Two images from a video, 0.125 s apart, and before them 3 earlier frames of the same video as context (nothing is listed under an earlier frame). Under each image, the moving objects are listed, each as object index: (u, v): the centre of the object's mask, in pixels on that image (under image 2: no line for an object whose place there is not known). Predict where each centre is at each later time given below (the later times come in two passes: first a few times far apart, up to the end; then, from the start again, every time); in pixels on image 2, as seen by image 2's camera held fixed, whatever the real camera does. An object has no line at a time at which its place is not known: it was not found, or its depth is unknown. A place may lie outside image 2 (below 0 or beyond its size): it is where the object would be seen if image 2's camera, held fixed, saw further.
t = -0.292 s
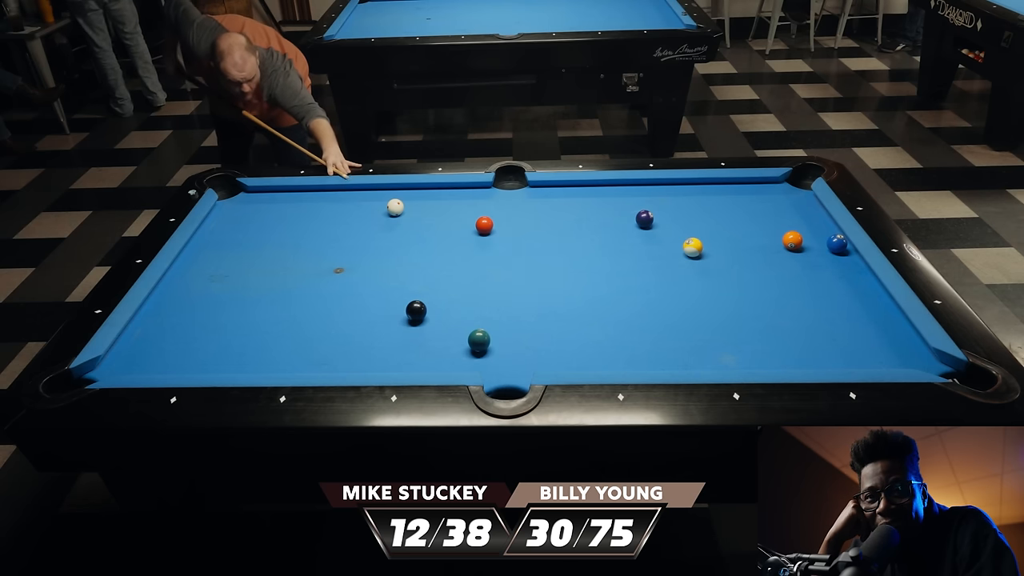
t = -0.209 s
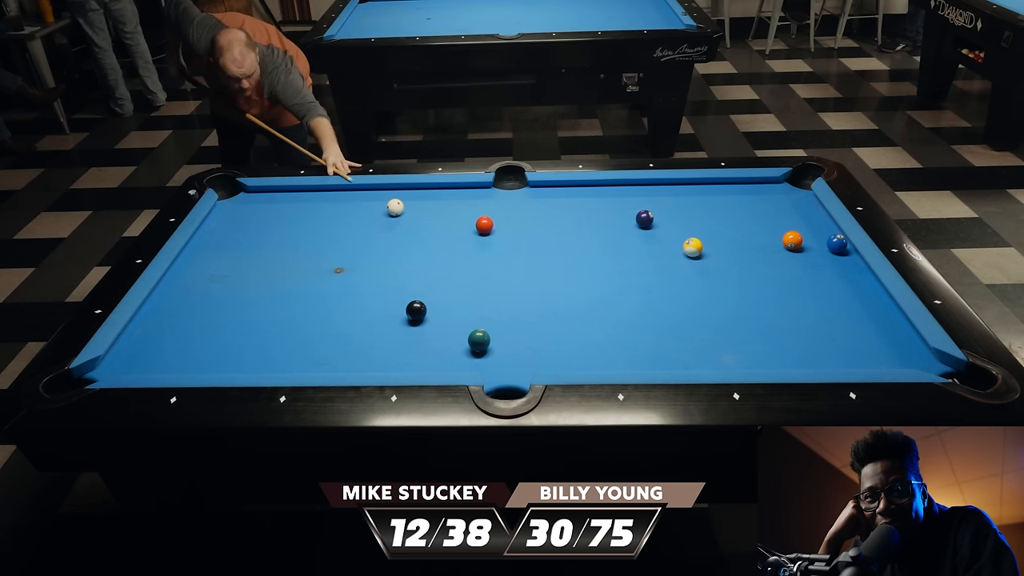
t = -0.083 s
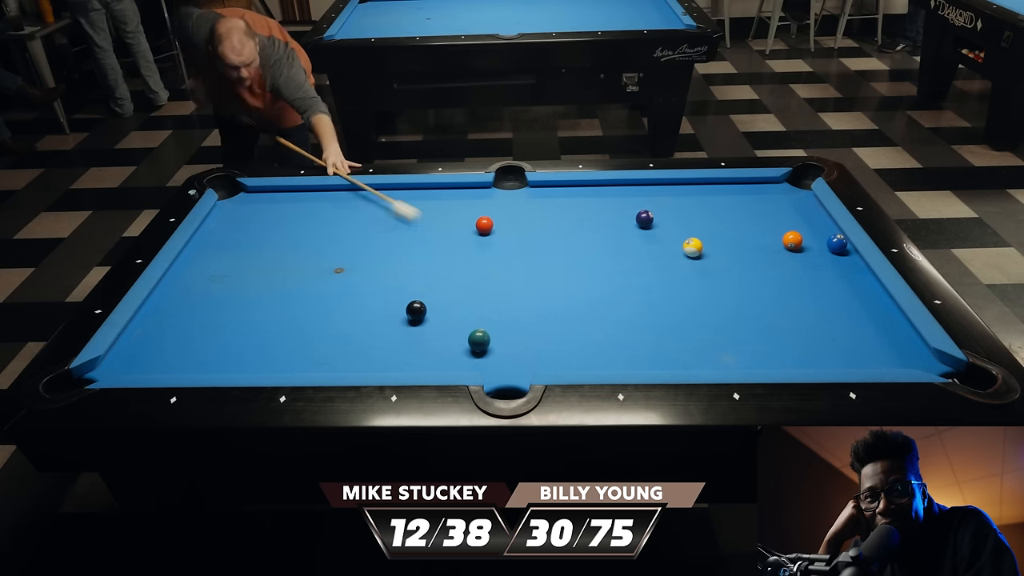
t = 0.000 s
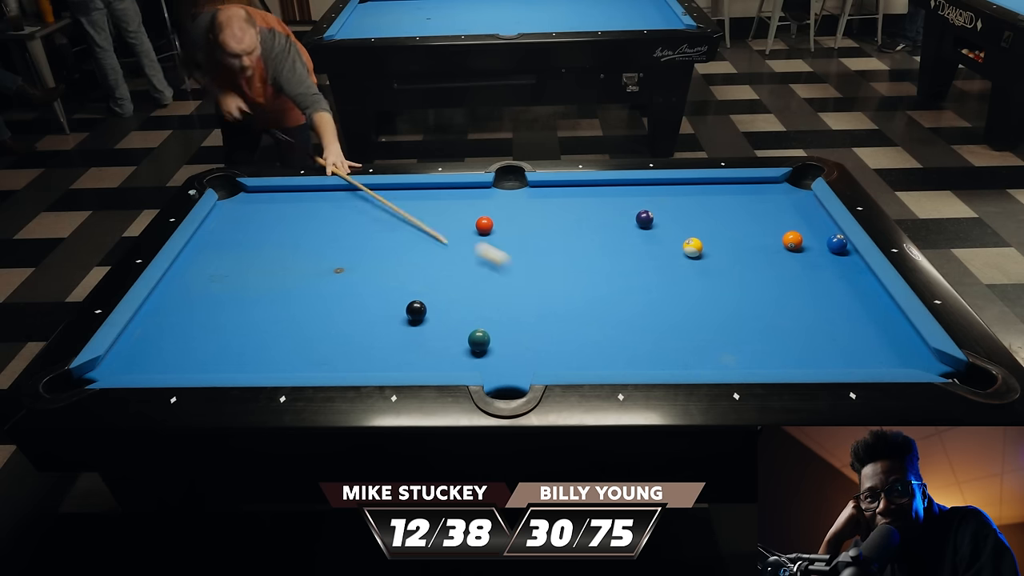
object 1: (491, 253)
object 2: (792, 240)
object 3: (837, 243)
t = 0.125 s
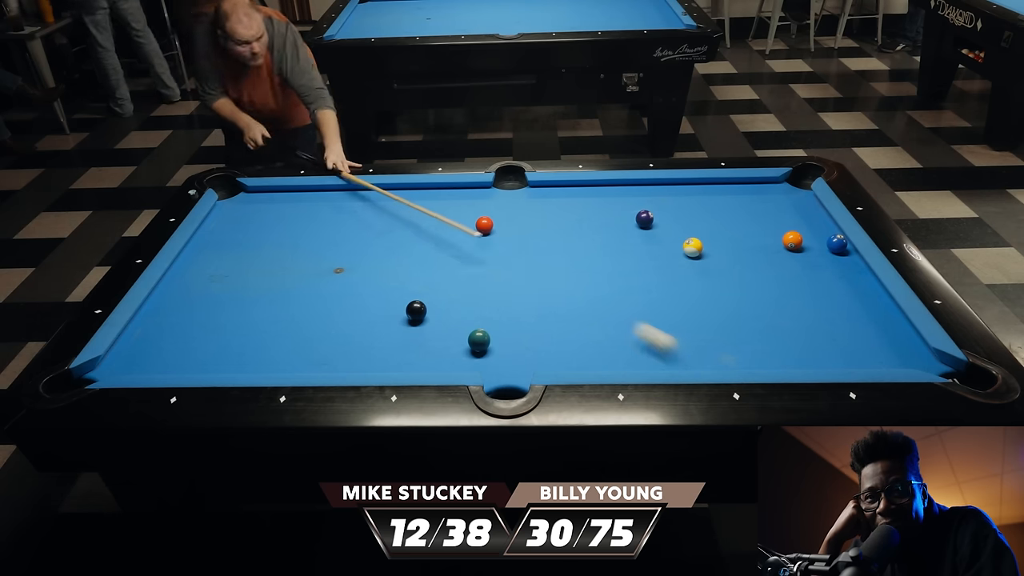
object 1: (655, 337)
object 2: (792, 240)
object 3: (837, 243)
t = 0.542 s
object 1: (803, 257)
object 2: (792, 240)
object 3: (797, 209)
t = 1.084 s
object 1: (633, 256)
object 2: (792, 240)
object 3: (784, 224)
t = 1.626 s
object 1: (479, 255)
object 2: (811, 279)
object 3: (789, 241)
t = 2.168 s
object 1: (340, 254)
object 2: (834, 324)
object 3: (792, 250)
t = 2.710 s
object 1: (212, 252)
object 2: (855, 359)
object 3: (793, 255)
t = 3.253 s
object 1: (225, 270)
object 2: (842, 337)
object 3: (794, 256)
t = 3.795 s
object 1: (270, 293)
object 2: (834, 321)
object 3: (794, 256)
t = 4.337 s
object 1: (313, 316)
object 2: (828, 310)
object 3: (794, 256)
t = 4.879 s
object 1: (354, 337)
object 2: (823, 305)
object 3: (794, 256)
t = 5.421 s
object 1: (391, 357)
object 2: (823, 305)
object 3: (794, 256)
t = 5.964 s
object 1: (420, 362)
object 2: (822, 305)
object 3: (794, 256)
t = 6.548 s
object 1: (437, 356)
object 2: (823, 305)
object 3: (794, 256)
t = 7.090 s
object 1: (443, 352)
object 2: (823, 305)
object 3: (794, 256)
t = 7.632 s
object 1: (445, 353)
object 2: (823, 305)
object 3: (794, 256)
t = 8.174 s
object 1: (445, 353)
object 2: (823, 305)
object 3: (794, 256)
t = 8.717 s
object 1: (445, 353)
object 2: (823, 305)
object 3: (794, 256)
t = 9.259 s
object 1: (445, 352)
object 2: (823, 305)
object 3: (794, 256)
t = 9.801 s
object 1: (445, 353)
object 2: (823, 305)
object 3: (794, 256)
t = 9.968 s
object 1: (445, 353)
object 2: (823, 305)
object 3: (794, 256)
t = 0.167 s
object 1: (716, 359)
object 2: (792, 240)
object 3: (837, 243)
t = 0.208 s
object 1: (742, 336)
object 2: (792, 240)
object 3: (837, 243)
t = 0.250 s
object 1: (766, 314)
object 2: (792, 240)
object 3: (837, 243)
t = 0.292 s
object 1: (789, 296)
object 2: (792, 240)
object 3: (837, 243)
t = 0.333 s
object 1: (812, 280)
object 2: (792, 240)
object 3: (837, 243)
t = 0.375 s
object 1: (833, 265)
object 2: (792, 240)
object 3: (837, 244)
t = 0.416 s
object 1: (849, 254)
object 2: (792, 240)
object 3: (835, 242)
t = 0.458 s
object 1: (833, 254)
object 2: (792, 240)
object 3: (823, 231)
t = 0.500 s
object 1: (818, 256)
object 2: (792, 240)
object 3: (810, 219)
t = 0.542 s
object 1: (803, 257)
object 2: (792, 240)
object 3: (797, 209)
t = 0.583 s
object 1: (788, 258)
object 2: (792, 240)
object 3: (787, 199)
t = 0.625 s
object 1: (774, 258)
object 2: (792, 240)
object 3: (777, 191)
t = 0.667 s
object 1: (761, 258)
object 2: (792, 240)
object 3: (769, 183)
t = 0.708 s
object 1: (748, 258)
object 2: (792, 240)
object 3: (768, 186)
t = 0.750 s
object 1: (735, 258)
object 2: (792, 240)
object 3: (771, 191)
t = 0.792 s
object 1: (722, 258)
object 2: (792, 240)
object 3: (773, 195)
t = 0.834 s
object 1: (709, 257)
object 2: (792, 240)
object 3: (774, 199)
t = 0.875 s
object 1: (696, 257)
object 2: (792, 240)
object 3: (776, 204)
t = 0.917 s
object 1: (683, 257)
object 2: (792, 240)
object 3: (778, 208)
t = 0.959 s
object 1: (670, 257)
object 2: (792, 240)
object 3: (779, 212)
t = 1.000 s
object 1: (658, 257)
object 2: (792, 240)
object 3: (781, 216)
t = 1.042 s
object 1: (645, 257)
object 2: (792, 240)
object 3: (783, 221)
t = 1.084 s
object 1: (633, 256)
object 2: (792, 240)
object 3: (784, 224)
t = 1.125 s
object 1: (621, 256)
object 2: (792, 240)
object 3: (786, 227)
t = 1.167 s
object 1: (609, 256)
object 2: (794, 243)
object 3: (786, 229)
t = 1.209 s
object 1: (597, 256)
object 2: (795, 247)
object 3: (787, 231)
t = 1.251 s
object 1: (585, 256)
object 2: (797, 250)
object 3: (787, 233)
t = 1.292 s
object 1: (573, 256)
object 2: (798, 253)
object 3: (788, 234)
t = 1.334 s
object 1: (561, 256)
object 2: (800, 256)
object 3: (788, 235)
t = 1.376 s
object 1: (549, 255)
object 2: (801, 260)
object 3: (788, 236)
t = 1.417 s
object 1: (537, 256)
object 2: (803, 263)
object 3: (788, 237)
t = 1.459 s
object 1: (526, 255)
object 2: (804, 266)
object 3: (788, 238)
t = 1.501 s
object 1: (514, 255)
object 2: (806, 269)
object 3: (789, 239)
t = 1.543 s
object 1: (502, 255)
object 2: (808, 273)
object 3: (789, 239)
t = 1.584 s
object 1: (491, 255)
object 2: (809, 276)
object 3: (789, 240)
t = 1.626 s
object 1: (479, 255)
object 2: (811, 279)
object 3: (789, 241)
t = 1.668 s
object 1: (468, 255)
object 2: (813, 283)
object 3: (790, 242)
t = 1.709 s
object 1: (457, 254)
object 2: (814, 286)
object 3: (790, 243)
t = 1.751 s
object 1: (446, 254)
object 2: (816, 289)
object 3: (790, 244)
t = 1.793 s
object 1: (435, 254)
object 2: (818, 293)
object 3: (790, 244)
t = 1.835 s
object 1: (424, 254)
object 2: (819, 296)
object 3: (791, 245)
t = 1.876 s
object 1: (413, 254)
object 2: (821, 300)
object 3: (791, 246)
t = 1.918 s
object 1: (403, 254)
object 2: (823, 303)
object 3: (791, 247)
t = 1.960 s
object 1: (392, 254)
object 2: (825, 306)
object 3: (791, 247)
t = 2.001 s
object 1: (381, 254)
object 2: (827, 310)
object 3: (792, 248)
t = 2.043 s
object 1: (371, 254)
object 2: (828, 313)
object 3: (792, 248)
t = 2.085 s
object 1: (360, 254)
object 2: (830, 317)
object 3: (792, 249)
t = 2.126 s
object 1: (350, 253)
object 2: (832, 320)
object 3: (792, 250)
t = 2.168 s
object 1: (340, 254)
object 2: (834, 324)
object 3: (792, 250)
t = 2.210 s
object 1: (330, 253)
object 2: (836, 327)
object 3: (792, 251)
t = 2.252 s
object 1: (319, 253)
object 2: (838, 331)
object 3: (792, 251)
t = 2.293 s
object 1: (309, 253)
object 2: (840, 334)
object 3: (792, 252)
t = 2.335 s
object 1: (299, 253)
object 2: (842, 338)
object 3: (792, 252)
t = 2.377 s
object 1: (289, 253)
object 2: (844, 341)
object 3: (792, 253)
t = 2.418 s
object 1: (280, 253)
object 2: (846, 344)
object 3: (792, 253)
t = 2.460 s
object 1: (270, 253)
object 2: (848, 348)
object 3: (792, 253)
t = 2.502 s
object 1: (260, 253)
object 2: (850, 351)
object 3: (792, 254)
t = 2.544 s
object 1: (250, 252)
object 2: (852, 355)
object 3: (792, 254)
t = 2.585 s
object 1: (241, 252)
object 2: (854, 358)
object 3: (793, 255)
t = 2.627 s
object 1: (231, 252)
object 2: (856, 360)
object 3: (793, 255)
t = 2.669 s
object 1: (222, 252)
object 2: (856, 360)
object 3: (793, 255)
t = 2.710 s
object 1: (212, 252)
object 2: (855, 359)
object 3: (793, 255)
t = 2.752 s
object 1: (203, 252)
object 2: (854, 358)
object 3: (793, 255)
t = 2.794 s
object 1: (194, 252)
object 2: (853, 357)
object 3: (793, 256)
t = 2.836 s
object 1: (189, 252)
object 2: (852, 355)
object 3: (793, 256)
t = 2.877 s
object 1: (193, 254)
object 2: (851, 353)
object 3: (793, 256)
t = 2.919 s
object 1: (197, 256)
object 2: (850, 351)
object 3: (793, 256)
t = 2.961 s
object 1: (201, 258)
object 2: (849, 349)
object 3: (793, 256)
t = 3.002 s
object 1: (204, 259)
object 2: (848, 347)
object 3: (793, 256)
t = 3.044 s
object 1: (207, 262)
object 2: (846, 345)
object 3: (793, 256)
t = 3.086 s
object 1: (211, 263)
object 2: (846, 343)
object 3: (794, 256)
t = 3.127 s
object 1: (214, 265)
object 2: (844, 341)
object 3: (794, 256)
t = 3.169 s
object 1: (218, 267)
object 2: (844, 340)
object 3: (794, 256)
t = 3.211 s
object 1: (222, 269)
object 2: (843, 339)
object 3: (794, 256)
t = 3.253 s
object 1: (225, 270)
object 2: (842, 337)
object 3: (794, 256)
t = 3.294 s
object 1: (229, 272)
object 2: (841, 336)
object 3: (794, 256)
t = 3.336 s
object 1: (232, 274)
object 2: (841, 334)
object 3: (794, 256)
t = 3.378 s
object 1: (235, 276)
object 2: (840, 332)
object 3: (794, 256)
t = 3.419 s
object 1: (239, 277)
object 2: (839, 331)
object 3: (794, 256)
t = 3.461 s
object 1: (242, 279)
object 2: (838, 330)
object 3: (794, 256)
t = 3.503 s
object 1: (246, 281)
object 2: (838, 329)
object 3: (794, 256)
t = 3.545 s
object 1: (250, 282)
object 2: (837, 327)
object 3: (794, 256)
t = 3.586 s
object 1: (253, 285)
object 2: (836, 326)
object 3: (794, 256)
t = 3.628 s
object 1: (257, 286)
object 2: (836, 325)
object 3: (794, 256)
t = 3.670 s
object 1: (260, 288)
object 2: (835, 324)
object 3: (794, 256)
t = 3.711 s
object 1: (263, 289)
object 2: (835, 323)
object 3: (794, 256)
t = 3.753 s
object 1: (267, 291)
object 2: (835, 322)
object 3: (794, 256)
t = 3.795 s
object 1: (270, 293)
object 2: (834, 321)
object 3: (794, 256)
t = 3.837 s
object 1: (273, 295)
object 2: (834, 319)
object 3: (794, 256)
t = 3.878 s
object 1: (277, 297)
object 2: (833, 319)
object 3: (794, 256)
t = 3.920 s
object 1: (280, 298)
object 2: (833, 318)
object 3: (794, 256)
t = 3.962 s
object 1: (284, 300)
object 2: (832, 317)
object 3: (794, 256)
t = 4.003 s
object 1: (287, 301)
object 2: (832, 316)
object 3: (794, 256)
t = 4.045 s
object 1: (290, 304)
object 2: (831, 315)
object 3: (794, 256)
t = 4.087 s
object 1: (294, 305)
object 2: (831, 314)
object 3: (794, 256)
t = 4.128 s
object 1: (297, 307)
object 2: (830, 314)
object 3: (794, 256)
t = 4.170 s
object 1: (300, 309)
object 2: (830, 313)
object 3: (794, 256)
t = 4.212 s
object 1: (304, 310)
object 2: (830, 312)
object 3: (794, 256)
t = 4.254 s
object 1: (307, 312)
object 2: (829, 312)
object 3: (794, 256)
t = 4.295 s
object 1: (310, 314)
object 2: (828, 311)
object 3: (794, 256)
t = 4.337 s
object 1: (313, 316)
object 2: (828, 310)
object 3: (794, 256)
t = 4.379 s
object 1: (317, 317)
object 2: (828, 310)
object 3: (794, 256)
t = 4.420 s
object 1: (320, 319)
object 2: (827, 309)
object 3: (794, 256)
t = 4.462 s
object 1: (323, 320)
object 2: (827, 309)
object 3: (794, 256)
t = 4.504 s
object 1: (326, 322)
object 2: (826, 308)
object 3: (794, 256)
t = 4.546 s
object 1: (329, 324)
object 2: (826, 308)
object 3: (794, 256)
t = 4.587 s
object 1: (332, 325)
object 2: (825, 307)
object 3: (794, 256)
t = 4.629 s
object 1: (336, 327)
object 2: (824, 307)
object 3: (794, 256)
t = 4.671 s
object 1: (339, 329)
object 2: (824, 307)
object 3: (794, 256)
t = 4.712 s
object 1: (342, 331)
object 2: (824, 306)
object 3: (794, 256)
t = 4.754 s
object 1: (345, 332)
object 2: (824, 306)
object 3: (794, 256)
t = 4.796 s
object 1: (348, 333)
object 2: (824, 306)
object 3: (794, 256)
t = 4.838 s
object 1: (351, 335)
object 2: (823, 306)
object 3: (794, 256)
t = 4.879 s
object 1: (354, 337)
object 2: (823, 305)
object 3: (794, 256)
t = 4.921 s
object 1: (357, 338)
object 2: (823, 305)
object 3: (794, 256)
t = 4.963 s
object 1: (360, 340)
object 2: (823, 305)
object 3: (794, 256)
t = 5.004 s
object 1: (363, 342)
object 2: (823, 305)
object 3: (794, 256)
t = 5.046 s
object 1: (365, 343)
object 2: (823, 305)
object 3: (794, 256)
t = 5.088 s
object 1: (368, 345)
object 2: (822, 305)
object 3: (794, 256)
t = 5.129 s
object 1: (371, 346)
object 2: (823, 305)
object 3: (794, 256)
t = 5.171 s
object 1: (374, 348)
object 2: (822, 305)
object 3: (794, 256)
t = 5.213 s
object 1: (377, 349)
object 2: (823, 305)
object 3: (794, 256)
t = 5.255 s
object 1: (380, 351)
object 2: (822, 305)
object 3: (794, 256)
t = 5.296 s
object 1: (383, 352)
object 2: (822, 305)
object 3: (794, 256)
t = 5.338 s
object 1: (385, 354)
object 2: (823, 305)
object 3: (794, 256)
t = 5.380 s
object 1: (388, 355)
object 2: (823, 305)
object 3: (794, 256)
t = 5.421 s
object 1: (391, 357)
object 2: (823, 305)
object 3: (794, 256)
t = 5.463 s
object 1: (393, 358)
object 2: (823, 305)
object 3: (794, 256)
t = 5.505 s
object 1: (395, 360)
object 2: (823, 305)
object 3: (794, 256)
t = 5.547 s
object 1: (398, 361)
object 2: (823, 305)
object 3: (794, 256)
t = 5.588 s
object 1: (401, 361)
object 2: (823, 305)
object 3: (794, 256)
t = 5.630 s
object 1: (404, 362)
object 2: (822, 305)
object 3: (794, 256)
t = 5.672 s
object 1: (406, 363)
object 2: (822, 305)
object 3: (794, 256)
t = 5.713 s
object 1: (408, 364)
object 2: (822, 305)
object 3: (794, 256)
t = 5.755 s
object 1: (410, 364)
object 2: (822, 305)
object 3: (794, 256)
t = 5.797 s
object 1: (413, 364)
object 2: (822, 305)
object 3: (794, 256)
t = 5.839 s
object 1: (414, 363)
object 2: (823, 305)
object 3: (794, 256)
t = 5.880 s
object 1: (416, 363)
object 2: (823, 305)
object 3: (794, 256)
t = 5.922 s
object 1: (418, 362)
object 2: (822, 305)
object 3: (794, 256)
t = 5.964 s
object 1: (420, 362)
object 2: (822, 305)
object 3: (794, 256)
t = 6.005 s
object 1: (421, 362)
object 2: (822, 305)
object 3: (794, 256)
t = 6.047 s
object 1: (423, 361)
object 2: (822, 305)
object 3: (794, 256)
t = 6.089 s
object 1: (424, 361)
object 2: (823, 305)
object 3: (794, 256)
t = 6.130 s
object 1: (426, 360)
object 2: (822, 305)
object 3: (794, 256)
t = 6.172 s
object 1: (427, 360)
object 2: (822, 305)
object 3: (794, 256)
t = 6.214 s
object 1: (428, 360)
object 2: (823, 305)
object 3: (794, 256)
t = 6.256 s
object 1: (429, 359)
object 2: (823, 305)
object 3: (794, 256)
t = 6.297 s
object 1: (431, 359)
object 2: (823, 305)
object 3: (794, 256)
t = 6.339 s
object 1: (432, 359)
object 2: (823, 305)
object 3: (794, 256)
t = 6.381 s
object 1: (433, 358)
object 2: (823, 305)
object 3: (794, 256)
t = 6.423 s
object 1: (434, 358)
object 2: (823, 305)
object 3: (794, 256)
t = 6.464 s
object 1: (435, 357)
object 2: (823, 305)
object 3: (794, 256)
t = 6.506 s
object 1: (436, 357)
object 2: (823, 305)
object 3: (794, 256)
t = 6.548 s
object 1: (437, 356)
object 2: (823, 305)
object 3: (794, 256)
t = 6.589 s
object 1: (438, 356)
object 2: (823, 305)
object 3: (794, 256)
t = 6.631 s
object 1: (438, 355)
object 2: (823, 305)
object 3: (794, 256)
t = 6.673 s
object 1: (439, 355)
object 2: (823, 305)
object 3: (794, 256)
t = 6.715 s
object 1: (440, 355)
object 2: (823, 305)
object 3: (794, 256)
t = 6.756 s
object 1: (440, 354)
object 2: (823, 305)
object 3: (794, 256)
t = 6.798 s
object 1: (441, 354)
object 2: (823, 305)
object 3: (794, 256)
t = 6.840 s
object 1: (442, 353)
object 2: (823, 305)
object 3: (794, 256)
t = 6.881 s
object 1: (442, 353)
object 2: (823, 305)
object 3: (794, 256)
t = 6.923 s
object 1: (442, 353)
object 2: (823, 305)
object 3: (794, 256)
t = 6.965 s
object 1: (443, 353)
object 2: (823, 305)
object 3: (794, 256)
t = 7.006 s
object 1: (443, 353)
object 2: (823, 305)
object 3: (794, 256)
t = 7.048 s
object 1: (443, 353)
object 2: (823, 305)
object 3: (794, 256)
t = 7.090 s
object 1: (443, 352)
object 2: (823, 305)
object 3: (794, 256)
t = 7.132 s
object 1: (444, 352)
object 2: (823, 305)
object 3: (794, 256)
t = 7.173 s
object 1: (444, 352)
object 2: (823, 305)
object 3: (794, 256)
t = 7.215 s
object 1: (444, 353)
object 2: (823, 305)
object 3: (794, 256)
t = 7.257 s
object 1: (444, 353)
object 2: (823, 305)
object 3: (794, 256)
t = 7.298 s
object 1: (444, 353)
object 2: (823, 305)
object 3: (794, 256)
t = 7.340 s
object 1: (445, 352)
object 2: (823, 305)
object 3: (794, 256)
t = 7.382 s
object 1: (445, 352)
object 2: (823, 305)
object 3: (794, 256)
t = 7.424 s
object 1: (445, 352)
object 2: (823, 305)
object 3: (794, 256)
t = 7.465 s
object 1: (445, 353)
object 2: (823, 305)
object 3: (794, 256)
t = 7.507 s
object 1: (445, 353)
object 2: (823, 305)
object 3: (794, 256)
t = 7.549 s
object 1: (445, 353)
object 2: (823, 305)
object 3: (794, 256)
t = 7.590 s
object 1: (445, 353)
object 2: (823, 305)
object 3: (794, 256)
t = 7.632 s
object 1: (445, 353)
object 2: (823, 305)
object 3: (794, 256)
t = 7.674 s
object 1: (445, 353)
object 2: (823, 305)
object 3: (794, 256)
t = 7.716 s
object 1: (445, 353)
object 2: (823, 305)
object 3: (794, 256)
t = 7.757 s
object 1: (445, 353)
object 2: (823, 305)
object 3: (794, 256)
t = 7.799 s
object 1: (445, 353)
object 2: (823, 305)
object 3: (794, 256)
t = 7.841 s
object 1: (445, 353)
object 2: (823, 305)
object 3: (794, 256)
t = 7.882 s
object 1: (445, 353)
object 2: (823, 305)
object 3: (794, 256)
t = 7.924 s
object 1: (445, 353)
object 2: (823, 305)
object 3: (794, 256)
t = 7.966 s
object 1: (445, 352)
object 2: (823, 305)
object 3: (794, 256)
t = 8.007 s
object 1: (445, 353)
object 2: (823, 305)
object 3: (794, 256)
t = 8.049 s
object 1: (445, 353)
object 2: (823, 305)
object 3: (794, 256)
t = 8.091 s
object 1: (445, 353)
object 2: (823, 305)
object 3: (794, 256)
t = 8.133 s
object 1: (445, 353)
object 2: (823, 305)
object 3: (794, 256)
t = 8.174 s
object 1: (445, 353)
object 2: (823, 305)
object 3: (794, 256)
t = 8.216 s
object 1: (445, 353)
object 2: (823, 305)
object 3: (794, 256)
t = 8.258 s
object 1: (445, 353)
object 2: (823, 305)
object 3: (794, 256)
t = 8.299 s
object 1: (445, 353)
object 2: (823, 305)
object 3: (794, 256)
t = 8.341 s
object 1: (445, 353)
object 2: (823, 305)
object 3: (794, 256)
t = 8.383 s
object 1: (445, 353)
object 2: (823, 305)
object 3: (794, 256)
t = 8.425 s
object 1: (445, 353)
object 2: (823, 305)
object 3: (794, 256)
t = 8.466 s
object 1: (445, 352)
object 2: (823, 305)
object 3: (794, 256)
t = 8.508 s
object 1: (445, 352)
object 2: (823, 305)
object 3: (794, 256)
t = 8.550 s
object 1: (445, 352)
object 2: (823, 305)
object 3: (794, 256)
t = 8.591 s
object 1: (445, 353)
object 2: (823, 305)
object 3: (794, 256)
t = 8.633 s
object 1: (445, 352)
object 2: (823, 305)
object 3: (794, 256)
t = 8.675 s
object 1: (445, 353)
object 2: (823, 305)
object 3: (794, 256)
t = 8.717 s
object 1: (445, 353)
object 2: (823, 305)
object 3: (794, 256)
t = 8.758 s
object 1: (445, 353)
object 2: (823, 305)
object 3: (794, 256)
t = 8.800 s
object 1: (445, 353)
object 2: (823, 305)
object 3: (794, 256)
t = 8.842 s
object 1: (445, 353)
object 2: (823, 305)
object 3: (794, 256)
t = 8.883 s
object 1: (445, 353)
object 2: (823, 305)
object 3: (794, 256)
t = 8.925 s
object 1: (445, 353)
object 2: (823, 305)
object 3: (794, 256)
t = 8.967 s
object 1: (445, 353)
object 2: (823, 305)
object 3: (794, 256)
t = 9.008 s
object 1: (445, 353)
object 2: (823, 305)
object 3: (794, 256)
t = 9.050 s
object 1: (445, 353)
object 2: (823, 305)
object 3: (794, 256)
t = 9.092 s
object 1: (445, 353)
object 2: (823, 305)
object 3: (794, 256)
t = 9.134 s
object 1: (445, 353)
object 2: (823, 305)
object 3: (794, 256)
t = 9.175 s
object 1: (445, 352)
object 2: (823, 305)
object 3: (794, 256)
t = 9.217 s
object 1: (445, 353)
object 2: (823, 305)
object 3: (794, 256)
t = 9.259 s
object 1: (445, 352)
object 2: (823, 305)
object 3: (794, 256)
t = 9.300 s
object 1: (445, 353)
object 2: (823, 305)
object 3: (794, 256)
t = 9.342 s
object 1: (445, 353)
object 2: (823, 305)
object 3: (794, 256)
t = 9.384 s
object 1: (445, 353)
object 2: (823, 305)
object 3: (794, 256)
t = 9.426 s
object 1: (445, 353)
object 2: (823, 305)
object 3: (794, 256)
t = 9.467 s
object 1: (445, 353)
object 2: (823, 305)
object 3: (794, 256)
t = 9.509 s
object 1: (445, 353)
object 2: (823, 305)
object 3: (794, 256)
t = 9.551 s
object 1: (445, 353)
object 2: (823, 305)
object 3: (794, 256)
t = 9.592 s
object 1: (445, 353)
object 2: (823, 305)
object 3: (794, 256)
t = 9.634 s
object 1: (445, 353)
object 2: (823, 305)
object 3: (794, 256)
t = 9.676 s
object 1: (445, 353)
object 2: (823, 305)
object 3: (794, 256)
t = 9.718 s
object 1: (445, 352)
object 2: (823, 305)
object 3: (794, 256)
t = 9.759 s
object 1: (445, 352)
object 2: (823, 305)
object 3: (794, 256)
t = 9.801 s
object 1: (445, 353)
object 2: (823, 305)
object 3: (794, 256)
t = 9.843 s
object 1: (445, 353)
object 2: (823, 305)
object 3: (794, 256)
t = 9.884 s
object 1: (445, 353)
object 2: (823, 305)
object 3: (794, 256)
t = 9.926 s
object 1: (445, 353)
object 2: (823, 305)
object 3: (794, 256)
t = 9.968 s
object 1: (445, 353)
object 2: (823, 305)
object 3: (794, 256)
